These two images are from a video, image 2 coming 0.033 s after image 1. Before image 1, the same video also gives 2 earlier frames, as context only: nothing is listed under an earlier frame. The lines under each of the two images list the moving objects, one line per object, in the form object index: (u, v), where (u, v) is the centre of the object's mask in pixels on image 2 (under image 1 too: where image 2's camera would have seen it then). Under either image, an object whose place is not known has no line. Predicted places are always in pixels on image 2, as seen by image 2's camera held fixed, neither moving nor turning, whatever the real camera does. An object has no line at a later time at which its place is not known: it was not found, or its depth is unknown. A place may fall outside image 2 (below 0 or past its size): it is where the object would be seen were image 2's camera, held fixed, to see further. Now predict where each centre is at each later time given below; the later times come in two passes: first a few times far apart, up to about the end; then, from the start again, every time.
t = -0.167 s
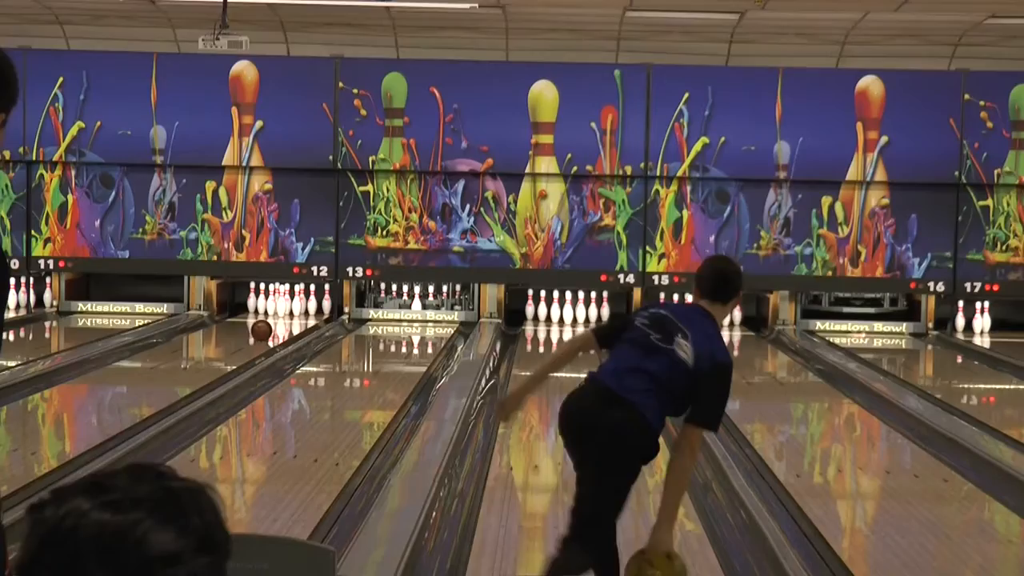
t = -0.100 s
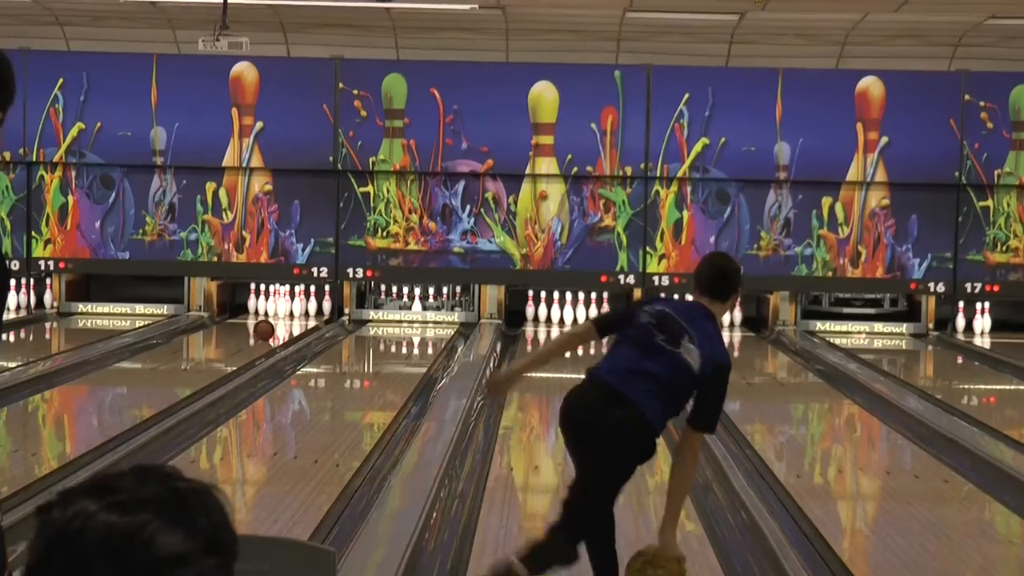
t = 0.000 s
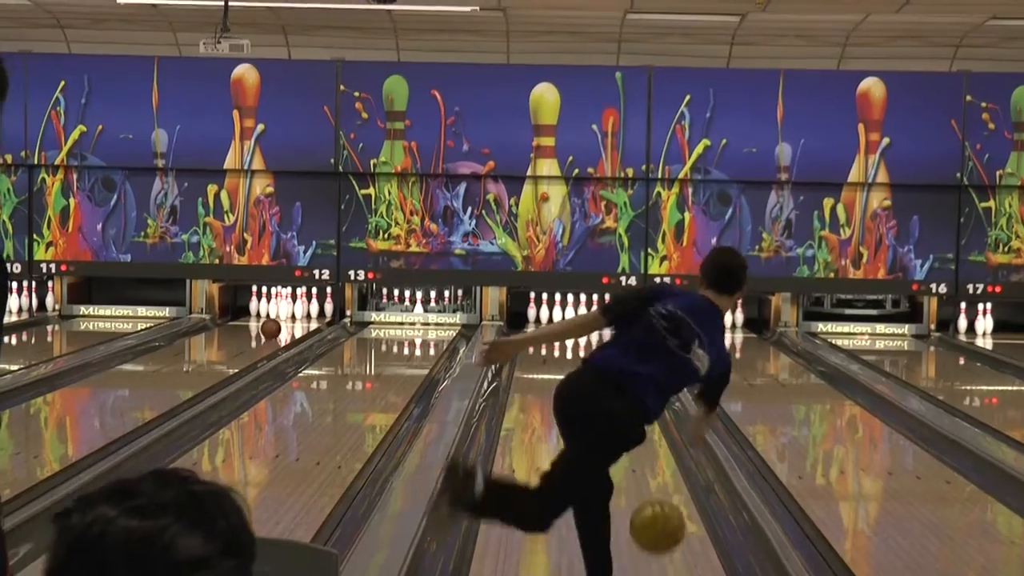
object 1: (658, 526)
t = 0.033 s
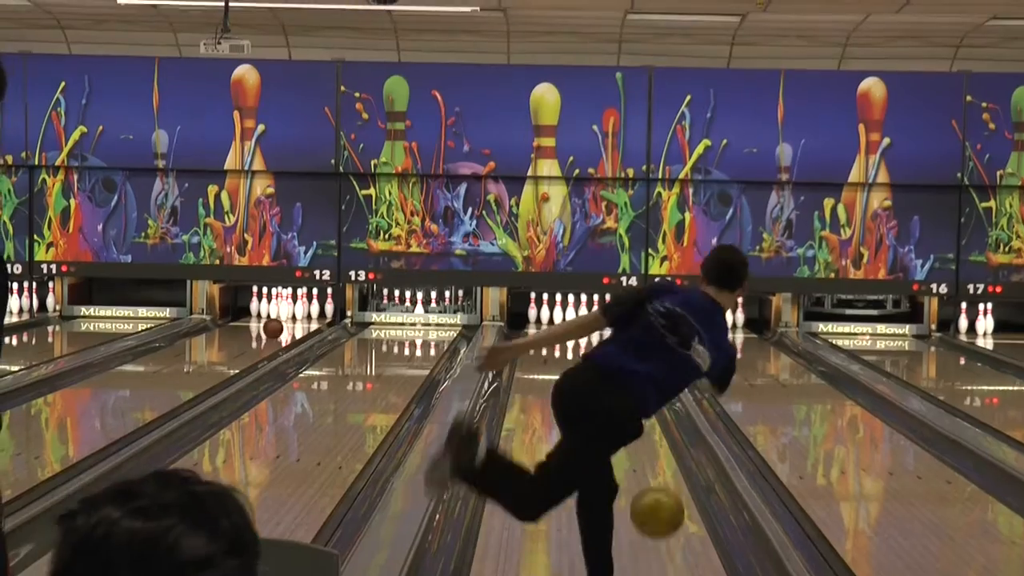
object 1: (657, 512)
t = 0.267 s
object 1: (648, 488)
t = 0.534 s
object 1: (647, 455)
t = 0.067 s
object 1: (656, 499)
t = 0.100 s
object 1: (654, 492)
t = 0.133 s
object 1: (653, 486)
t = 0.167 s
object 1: (652, 483)
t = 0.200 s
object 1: (650, 482)
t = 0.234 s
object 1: (649, 484)
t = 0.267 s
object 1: (648, 488)
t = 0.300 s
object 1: (648, 494)
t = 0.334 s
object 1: (649, 487)
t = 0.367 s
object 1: (649, 481)
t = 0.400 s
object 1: (648, 475)
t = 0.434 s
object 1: (648, 470)
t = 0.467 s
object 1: (648, 465)
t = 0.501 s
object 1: (648, 460)
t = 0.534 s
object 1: (647, 455)
